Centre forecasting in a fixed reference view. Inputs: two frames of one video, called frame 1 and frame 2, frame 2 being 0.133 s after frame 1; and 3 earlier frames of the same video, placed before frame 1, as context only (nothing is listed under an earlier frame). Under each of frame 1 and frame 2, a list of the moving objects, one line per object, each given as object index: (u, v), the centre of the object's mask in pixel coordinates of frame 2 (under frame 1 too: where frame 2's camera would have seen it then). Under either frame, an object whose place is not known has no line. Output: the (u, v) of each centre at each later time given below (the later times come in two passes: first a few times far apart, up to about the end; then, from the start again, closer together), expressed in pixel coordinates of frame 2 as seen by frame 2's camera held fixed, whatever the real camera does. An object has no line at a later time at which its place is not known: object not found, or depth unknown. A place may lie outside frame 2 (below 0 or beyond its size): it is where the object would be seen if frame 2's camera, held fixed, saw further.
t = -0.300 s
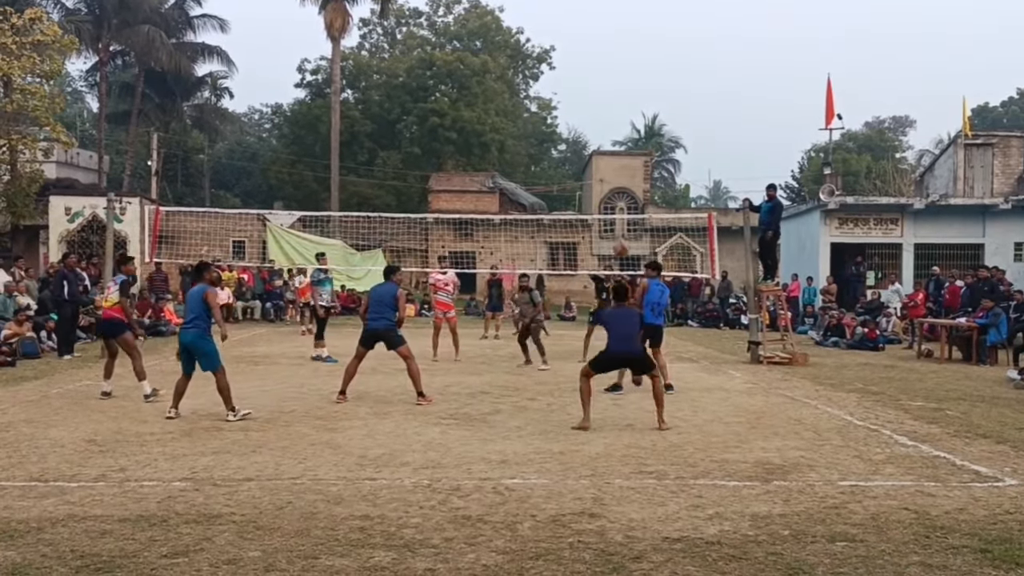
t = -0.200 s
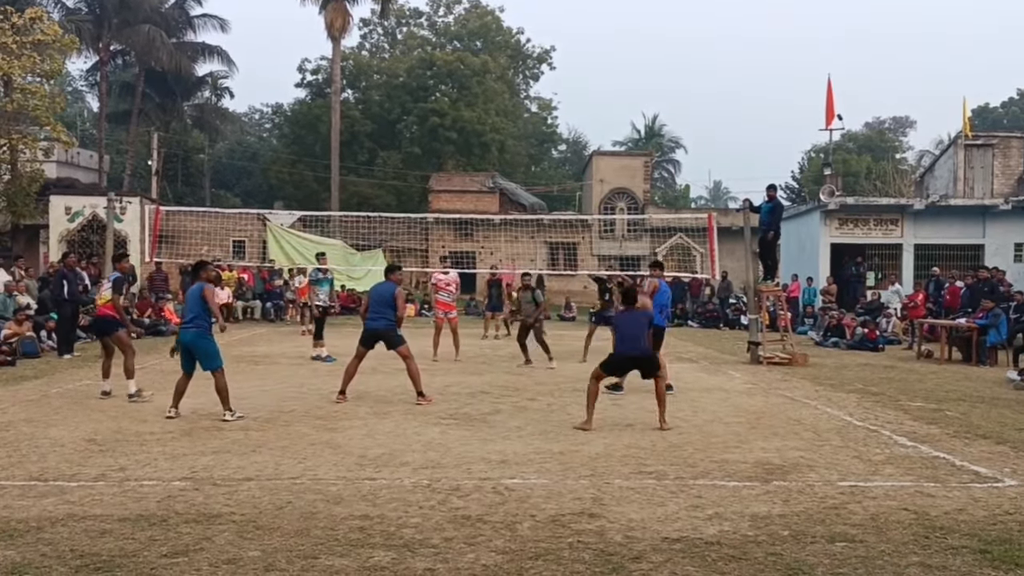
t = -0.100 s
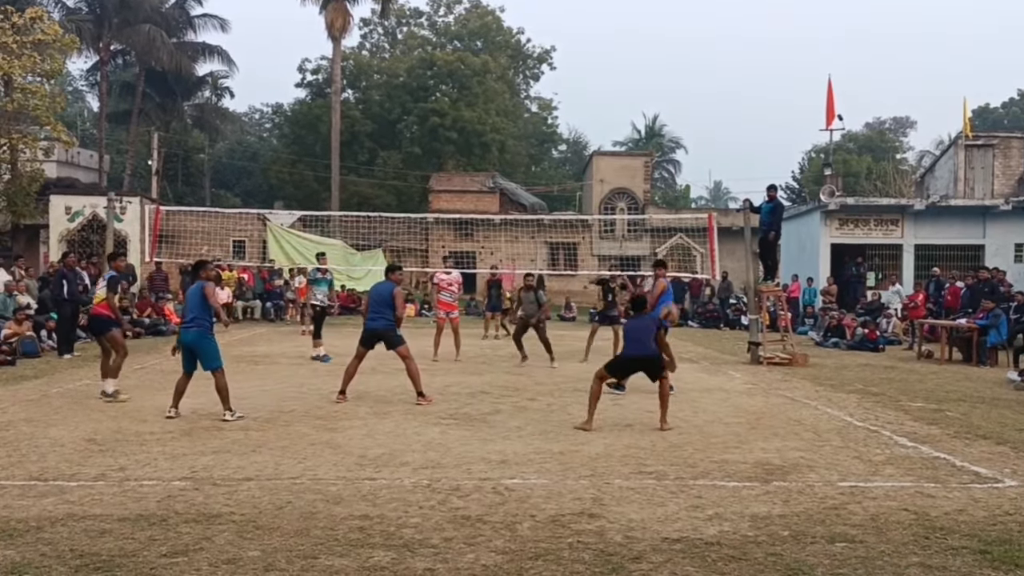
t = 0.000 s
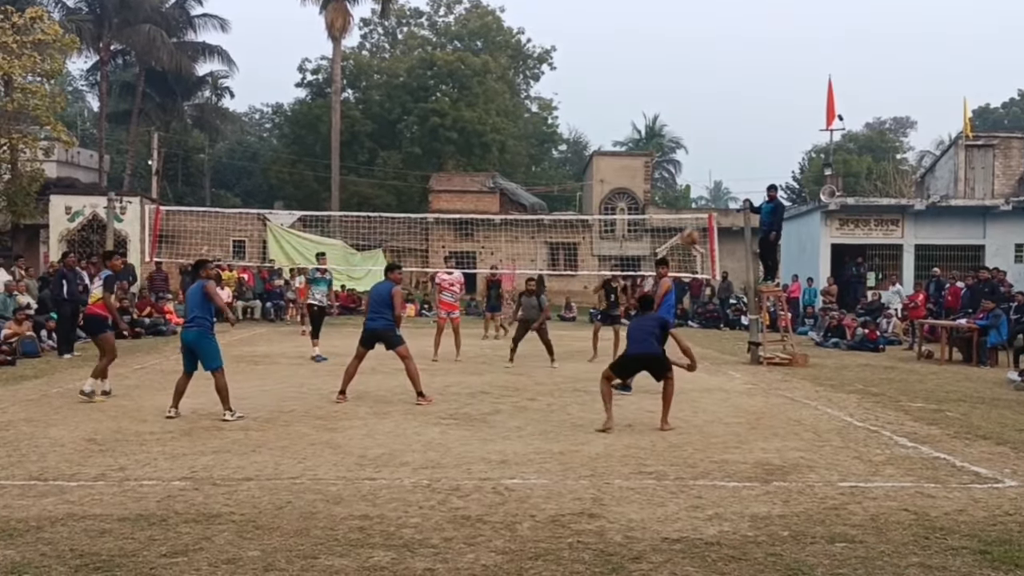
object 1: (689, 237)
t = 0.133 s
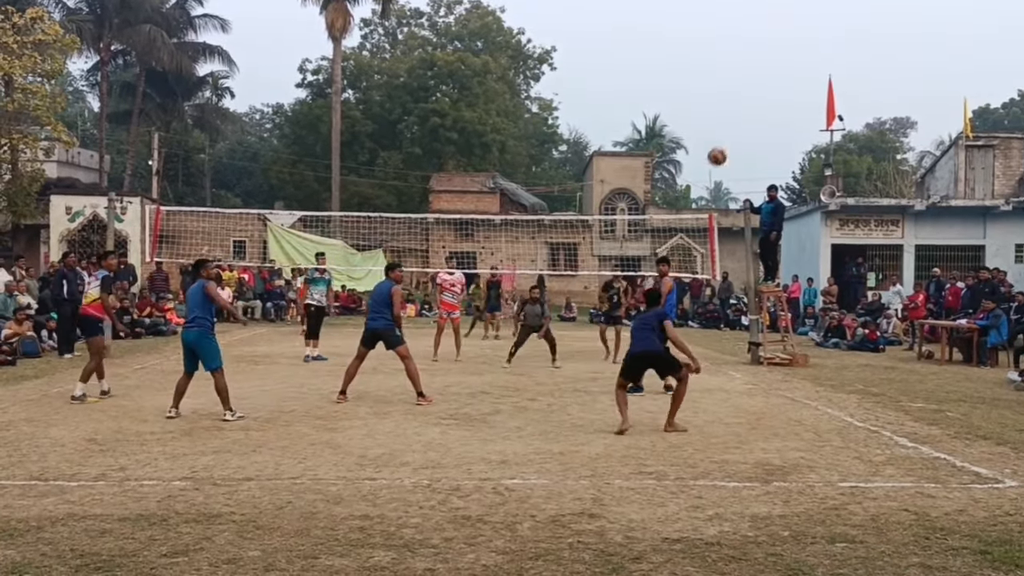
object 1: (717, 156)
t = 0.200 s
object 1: (730, 124)
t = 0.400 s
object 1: (765, 54)
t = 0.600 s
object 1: (798, 22)
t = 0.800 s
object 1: (828, 21)
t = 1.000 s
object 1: (856, 50)
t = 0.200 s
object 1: (730, 124)
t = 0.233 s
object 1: (736, 110)
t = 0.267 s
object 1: (742, 96)
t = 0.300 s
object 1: (748, 84)
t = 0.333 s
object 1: (754, 73)
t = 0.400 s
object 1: (765, 54)
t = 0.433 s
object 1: (771, 46)
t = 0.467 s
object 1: (776, 40)
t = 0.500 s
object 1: (782, 34)
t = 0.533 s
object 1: (788, 28)
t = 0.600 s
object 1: (798, 22)
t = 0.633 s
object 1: (803, 20)
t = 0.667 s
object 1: (808, 18)
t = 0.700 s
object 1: (813, 18)
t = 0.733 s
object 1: (818, 18)
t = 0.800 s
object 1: (828, 21)
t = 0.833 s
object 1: (833, 24)
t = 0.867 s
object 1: (838, 28)
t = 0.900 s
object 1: (842, 32)
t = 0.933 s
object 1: (847, 37)
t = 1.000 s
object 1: (856, 50)
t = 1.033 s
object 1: (860, 57)
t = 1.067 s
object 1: (865, 65)
